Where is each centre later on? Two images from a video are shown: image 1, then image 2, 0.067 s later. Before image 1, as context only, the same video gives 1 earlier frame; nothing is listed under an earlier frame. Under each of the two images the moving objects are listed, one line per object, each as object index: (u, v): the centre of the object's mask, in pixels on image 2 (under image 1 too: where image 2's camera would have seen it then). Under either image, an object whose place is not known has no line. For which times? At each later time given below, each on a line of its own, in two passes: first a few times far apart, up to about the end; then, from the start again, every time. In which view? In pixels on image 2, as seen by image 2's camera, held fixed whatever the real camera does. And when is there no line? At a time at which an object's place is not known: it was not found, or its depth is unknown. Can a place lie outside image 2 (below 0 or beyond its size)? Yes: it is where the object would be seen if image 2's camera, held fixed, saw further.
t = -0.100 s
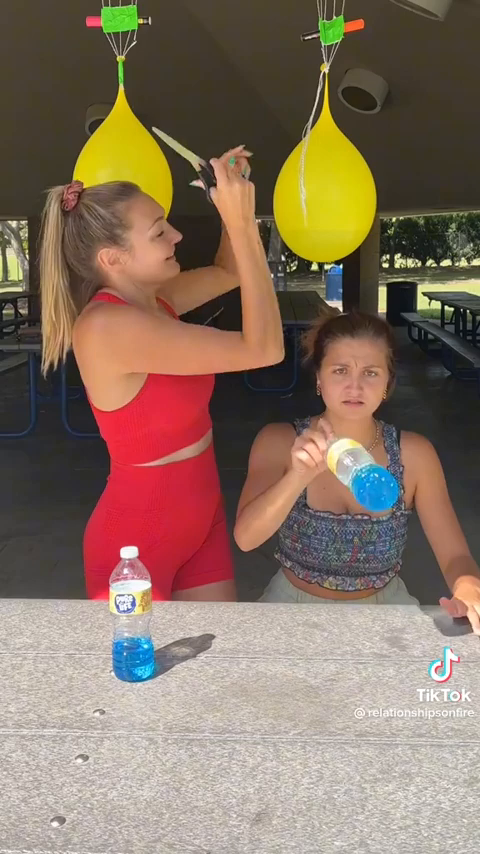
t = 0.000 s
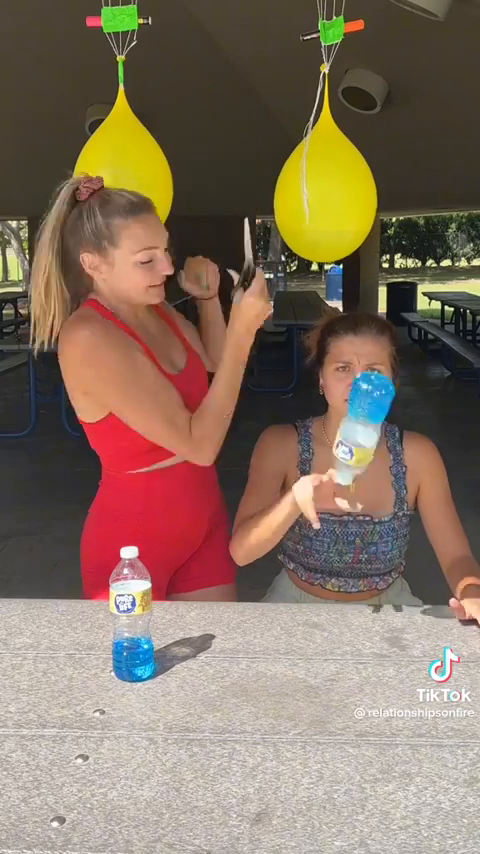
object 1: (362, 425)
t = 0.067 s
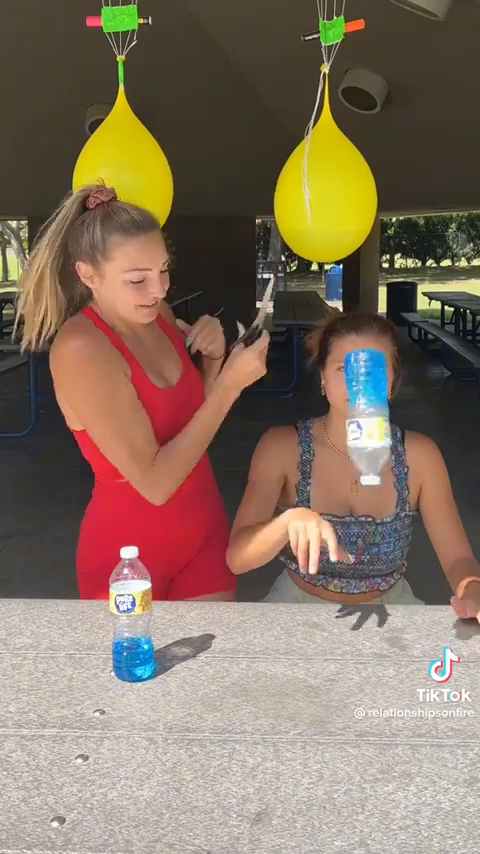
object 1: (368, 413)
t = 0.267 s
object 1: (369, 466)
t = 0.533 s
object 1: (344, 622)
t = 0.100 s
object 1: (371, 408)
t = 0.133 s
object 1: (373, 405)
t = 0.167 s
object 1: (374, 408)
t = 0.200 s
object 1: (373, 418)
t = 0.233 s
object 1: (371, 438)
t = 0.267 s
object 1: (369, 466)
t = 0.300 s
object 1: (365, 502)
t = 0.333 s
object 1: (362, 547)
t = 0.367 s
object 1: (358, 599)
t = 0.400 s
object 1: (354, 633)
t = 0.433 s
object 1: (350, 627)
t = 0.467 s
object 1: (348, 622)
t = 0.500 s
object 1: (346, 623)
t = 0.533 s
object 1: (344, 622)
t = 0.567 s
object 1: (342, 621)
